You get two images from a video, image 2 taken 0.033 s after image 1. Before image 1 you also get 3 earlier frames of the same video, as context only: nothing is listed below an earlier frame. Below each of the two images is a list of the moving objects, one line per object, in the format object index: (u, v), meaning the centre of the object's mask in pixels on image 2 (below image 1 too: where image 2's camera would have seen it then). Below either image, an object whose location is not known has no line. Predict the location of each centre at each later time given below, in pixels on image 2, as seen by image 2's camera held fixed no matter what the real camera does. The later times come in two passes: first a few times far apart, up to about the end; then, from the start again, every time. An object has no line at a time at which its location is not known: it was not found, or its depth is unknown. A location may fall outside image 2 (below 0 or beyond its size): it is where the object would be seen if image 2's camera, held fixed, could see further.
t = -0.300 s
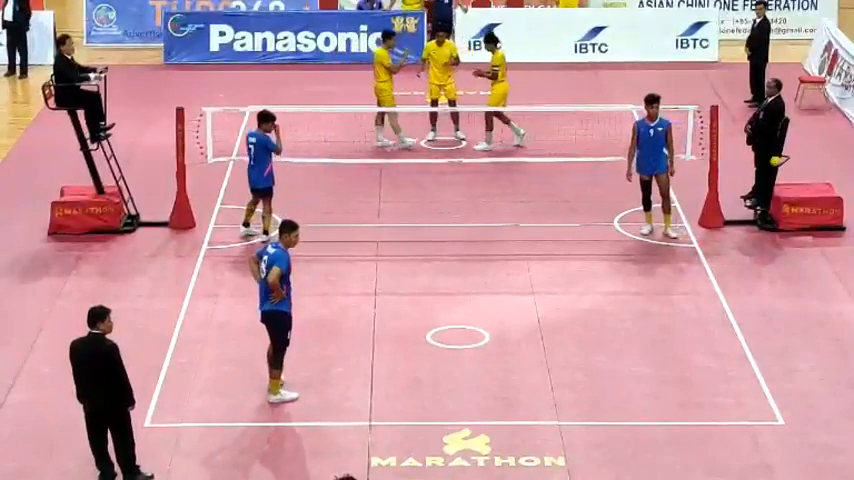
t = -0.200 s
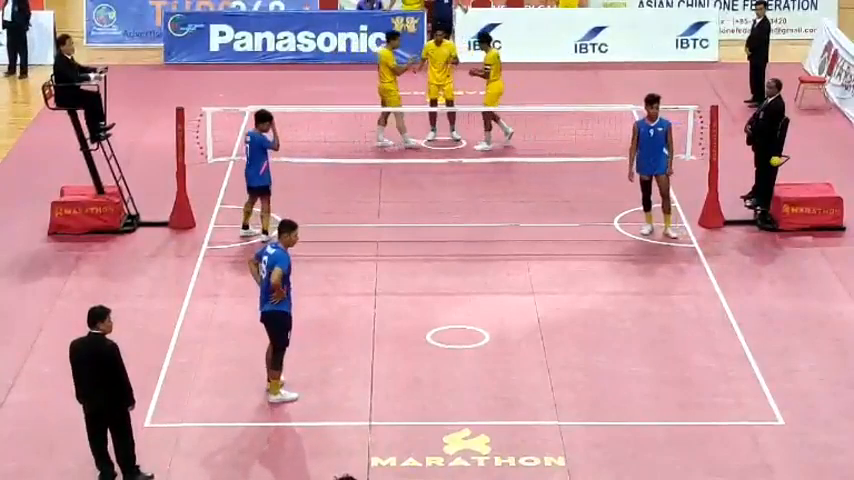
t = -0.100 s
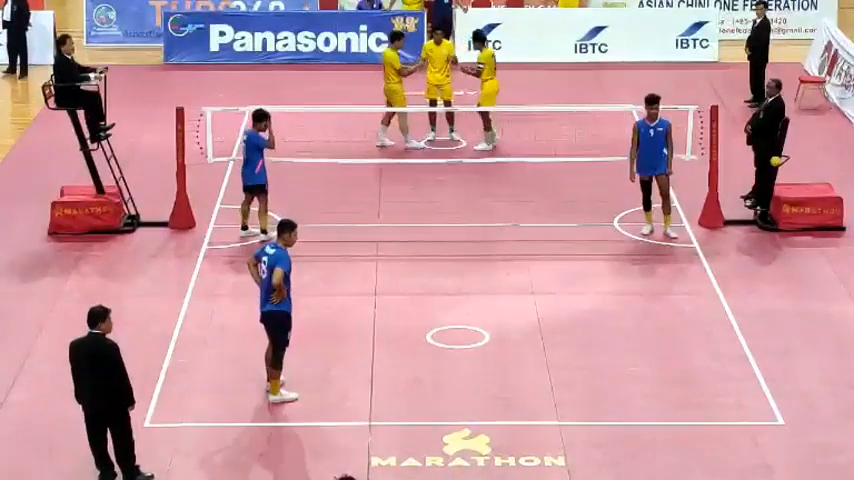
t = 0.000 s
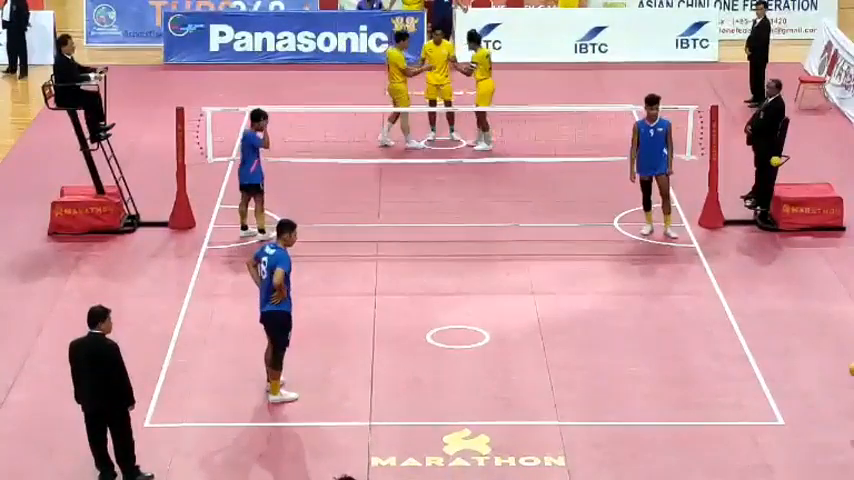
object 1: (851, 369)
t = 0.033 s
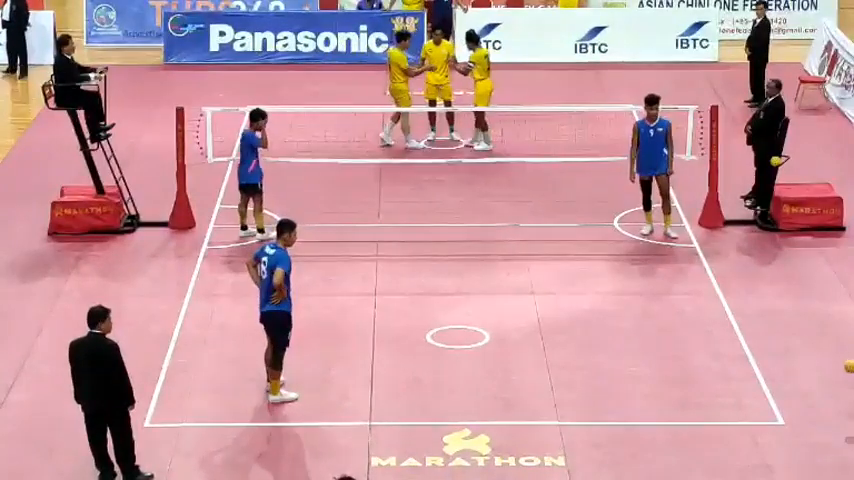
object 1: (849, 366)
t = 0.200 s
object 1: (826, 365)
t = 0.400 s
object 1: (799, 365)
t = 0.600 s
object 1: (777, 344)
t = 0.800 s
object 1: (757, 338)
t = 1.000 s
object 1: (740, 328)
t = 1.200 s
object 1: (725, 315)
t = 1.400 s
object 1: (712, 307)
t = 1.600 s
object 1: (700, 296)
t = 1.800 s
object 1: (689, 286)
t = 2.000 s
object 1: (678, 276)
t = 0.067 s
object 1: (846, 363)
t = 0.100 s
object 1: (841, 362)
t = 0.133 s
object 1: (836, 362)
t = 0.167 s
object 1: (831, 363)
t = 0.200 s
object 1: (826, 365)
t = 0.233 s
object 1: (821, 368)
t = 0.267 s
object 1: (816, 372)
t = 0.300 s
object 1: (812, 377)
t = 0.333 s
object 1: (807, 382)
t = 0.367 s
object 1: (803, 373)
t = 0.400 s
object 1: (799, 365)
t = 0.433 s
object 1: (796, 360)
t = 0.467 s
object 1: (792, 354)
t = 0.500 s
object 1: (788, 350)
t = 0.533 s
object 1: (784, 347)
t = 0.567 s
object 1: (781, 345)
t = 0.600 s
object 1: (777, 344)
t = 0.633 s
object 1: (773, 344)
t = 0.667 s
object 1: (769, 346)
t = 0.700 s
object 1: (765, 348)
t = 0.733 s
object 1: (762, 350)
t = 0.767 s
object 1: (759, 343)
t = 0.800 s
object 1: (757, 338)
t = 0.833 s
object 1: (754, 333)
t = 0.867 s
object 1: (751, 331)
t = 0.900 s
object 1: (749, 328)
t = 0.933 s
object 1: (747, 327)
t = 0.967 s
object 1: (743, 327)
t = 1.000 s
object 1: (740, 328)
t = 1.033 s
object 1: (737, 330)
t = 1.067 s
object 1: (734, 324)
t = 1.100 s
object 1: (732, 320)
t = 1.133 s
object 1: (729, 317)
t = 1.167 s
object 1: (727, 316)
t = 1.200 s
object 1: (725, 315)
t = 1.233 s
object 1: (722, 314)
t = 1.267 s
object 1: (720, 316)
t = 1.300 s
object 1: (717, 313)
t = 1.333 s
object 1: (715, 310)
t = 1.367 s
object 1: (713, 308)
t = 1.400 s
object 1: (712, 307)
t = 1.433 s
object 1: (710, 305)
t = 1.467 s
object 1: (707, 303)
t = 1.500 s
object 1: (705, 301)
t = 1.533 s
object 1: (703, 300)
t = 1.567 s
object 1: (702, 298)
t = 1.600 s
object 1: (700, 296)
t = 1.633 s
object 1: (698, 294)
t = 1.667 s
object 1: (696, 293)
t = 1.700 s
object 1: (694, 292)
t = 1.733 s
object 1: (692, 290)
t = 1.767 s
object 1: (690, 288)
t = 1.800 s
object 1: (689, 286)
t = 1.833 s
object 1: (687, 285)
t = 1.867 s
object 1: (685, 283)
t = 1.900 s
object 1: (683, 282)
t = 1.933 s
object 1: (681, 280)
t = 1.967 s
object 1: (680, 278)
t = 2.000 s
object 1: (678, 276)
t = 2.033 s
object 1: (676, 275)
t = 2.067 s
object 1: (674, 273)
